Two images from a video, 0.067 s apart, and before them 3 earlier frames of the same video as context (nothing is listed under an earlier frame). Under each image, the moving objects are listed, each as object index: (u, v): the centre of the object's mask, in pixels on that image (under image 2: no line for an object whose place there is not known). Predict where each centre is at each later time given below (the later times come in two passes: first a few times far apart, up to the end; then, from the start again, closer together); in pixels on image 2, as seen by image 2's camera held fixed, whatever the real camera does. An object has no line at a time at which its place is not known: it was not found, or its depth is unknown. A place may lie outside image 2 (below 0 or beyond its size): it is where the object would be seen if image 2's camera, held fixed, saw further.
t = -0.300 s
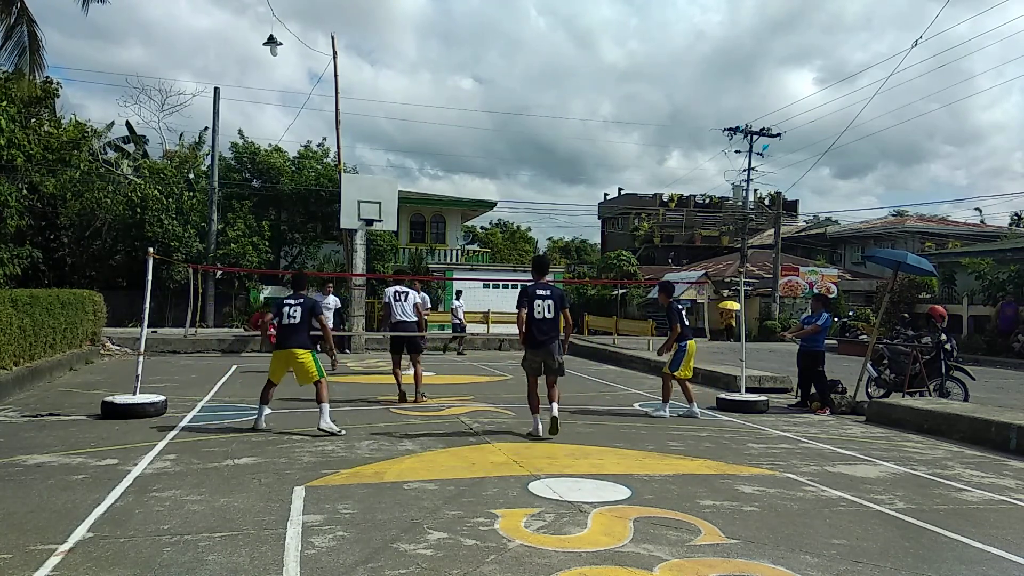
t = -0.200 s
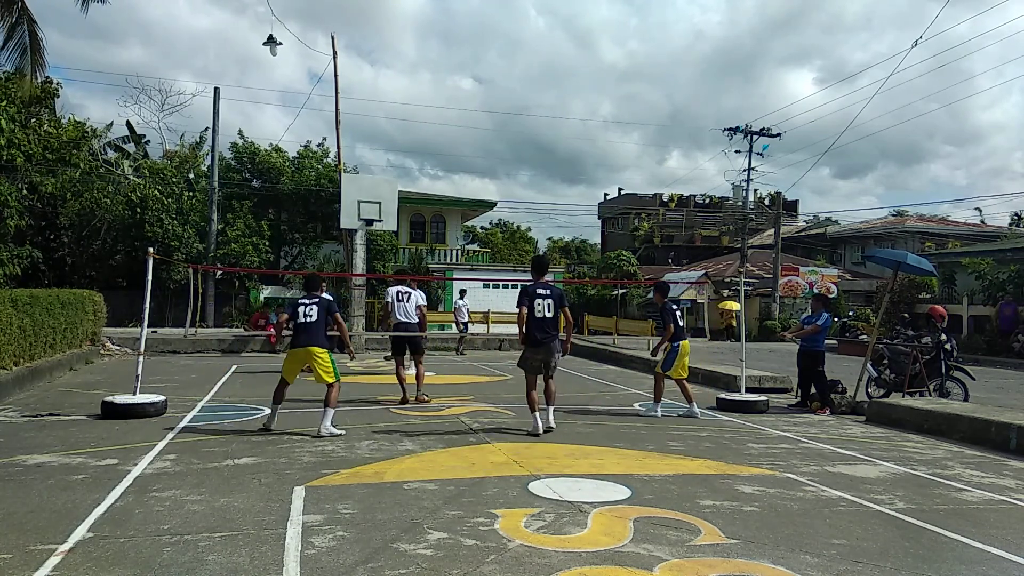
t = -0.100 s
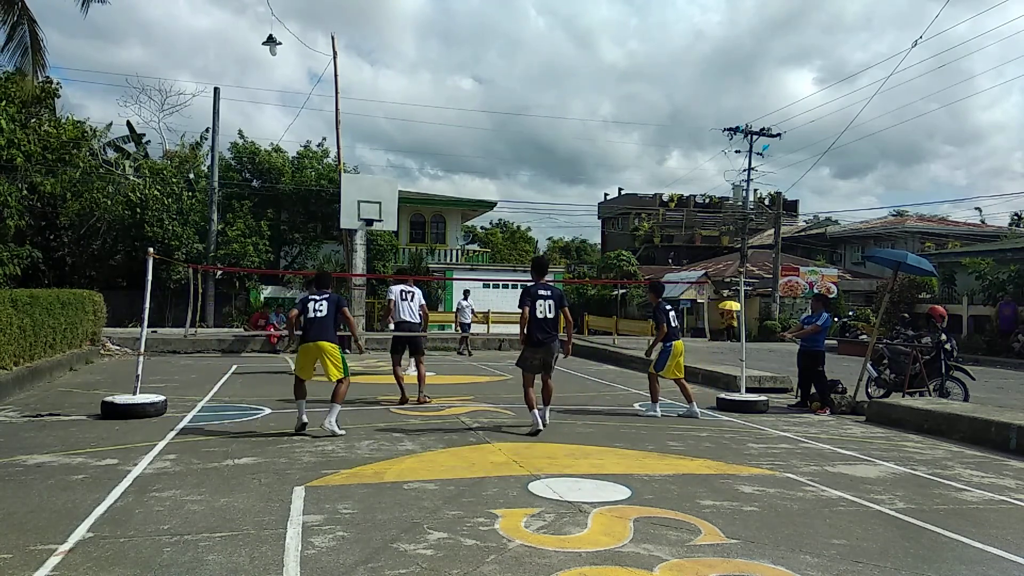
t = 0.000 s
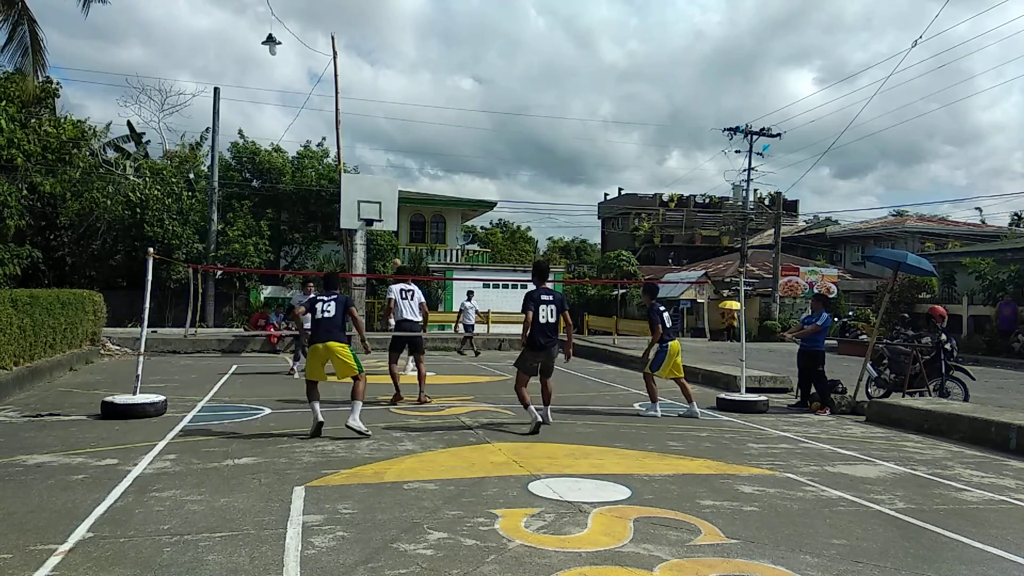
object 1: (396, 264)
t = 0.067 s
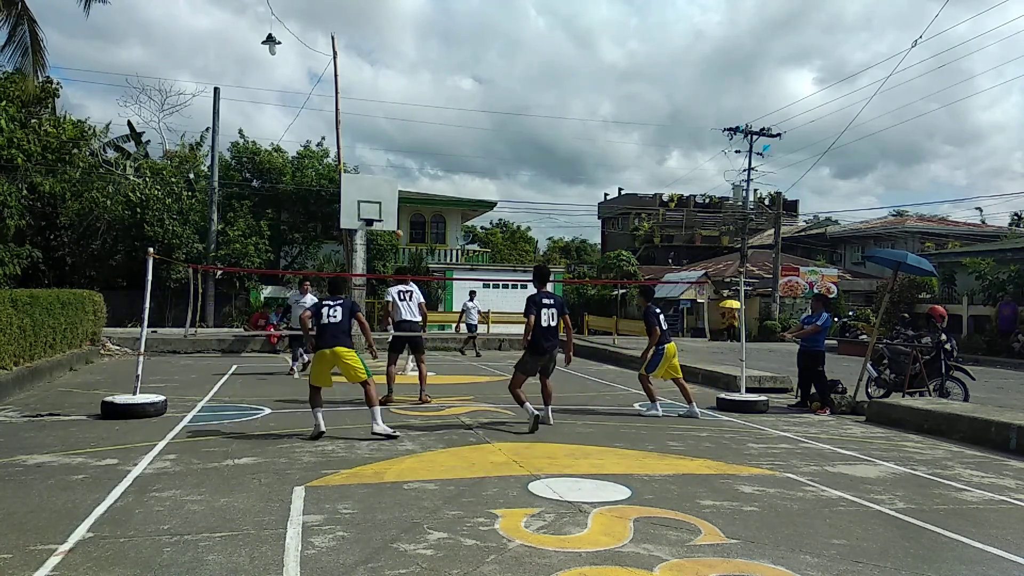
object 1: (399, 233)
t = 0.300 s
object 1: (405, 153)
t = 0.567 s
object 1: (411, 102)
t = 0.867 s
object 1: (417, 99)
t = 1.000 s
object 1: (419, 118)
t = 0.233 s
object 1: (403, 174)
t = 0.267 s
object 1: (404, 163)
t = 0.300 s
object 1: (405, 153)
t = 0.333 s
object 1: (406, 145)
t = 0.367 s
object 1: (407, 136)
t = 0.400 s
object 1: (407, 129)
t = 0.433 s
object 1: (408, 122)
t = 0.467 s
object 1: (409, 116)
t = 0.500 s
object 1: (410, 111)
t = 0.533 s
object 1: (411, 105)
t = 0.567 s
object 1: (411, 102)
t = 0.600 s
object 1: (412, 98)
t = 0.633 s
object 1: (413, 96)
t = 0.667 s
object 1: (414, 94)
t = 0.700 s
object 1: (414, 93)
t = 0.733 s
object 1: (415, 92)
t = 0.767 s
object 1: (415, 92)
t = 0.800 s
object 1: (416, 94)
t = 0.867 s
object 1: (417, 99)
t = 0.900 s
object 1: (418, 102)
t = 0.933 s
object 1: (418, 107)
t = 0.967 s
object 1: (419, 112)
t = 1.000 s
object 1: (419, 118)
